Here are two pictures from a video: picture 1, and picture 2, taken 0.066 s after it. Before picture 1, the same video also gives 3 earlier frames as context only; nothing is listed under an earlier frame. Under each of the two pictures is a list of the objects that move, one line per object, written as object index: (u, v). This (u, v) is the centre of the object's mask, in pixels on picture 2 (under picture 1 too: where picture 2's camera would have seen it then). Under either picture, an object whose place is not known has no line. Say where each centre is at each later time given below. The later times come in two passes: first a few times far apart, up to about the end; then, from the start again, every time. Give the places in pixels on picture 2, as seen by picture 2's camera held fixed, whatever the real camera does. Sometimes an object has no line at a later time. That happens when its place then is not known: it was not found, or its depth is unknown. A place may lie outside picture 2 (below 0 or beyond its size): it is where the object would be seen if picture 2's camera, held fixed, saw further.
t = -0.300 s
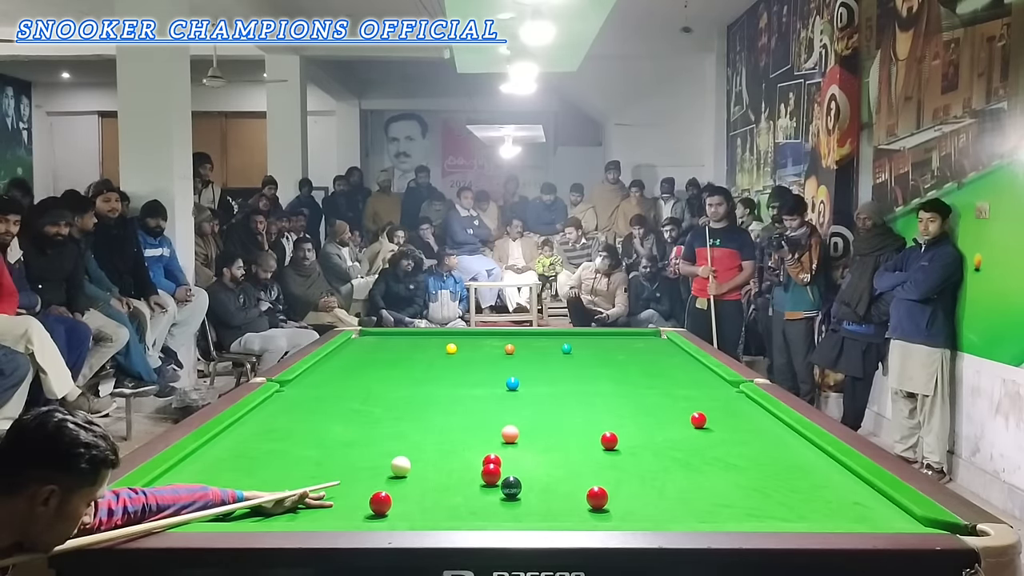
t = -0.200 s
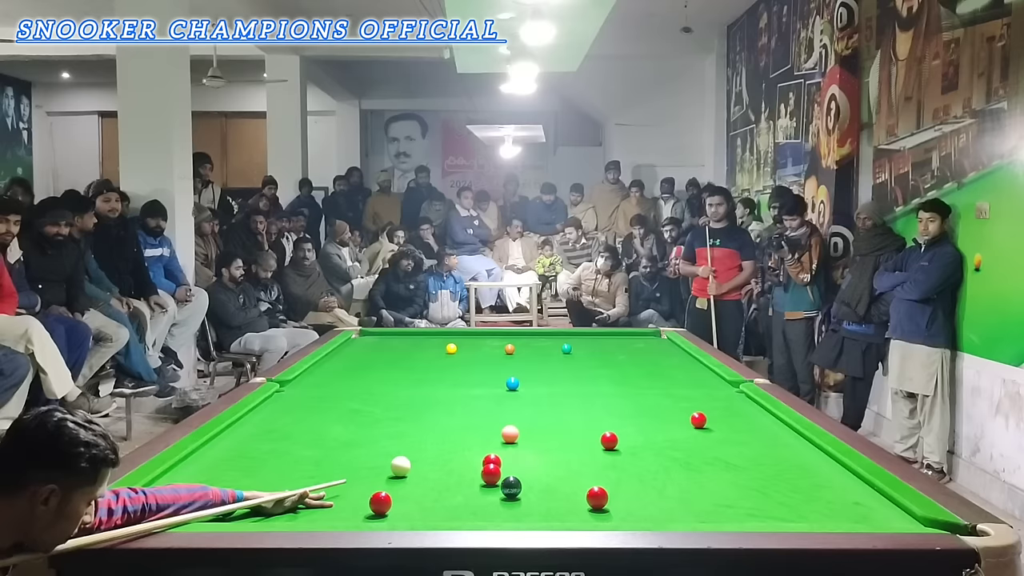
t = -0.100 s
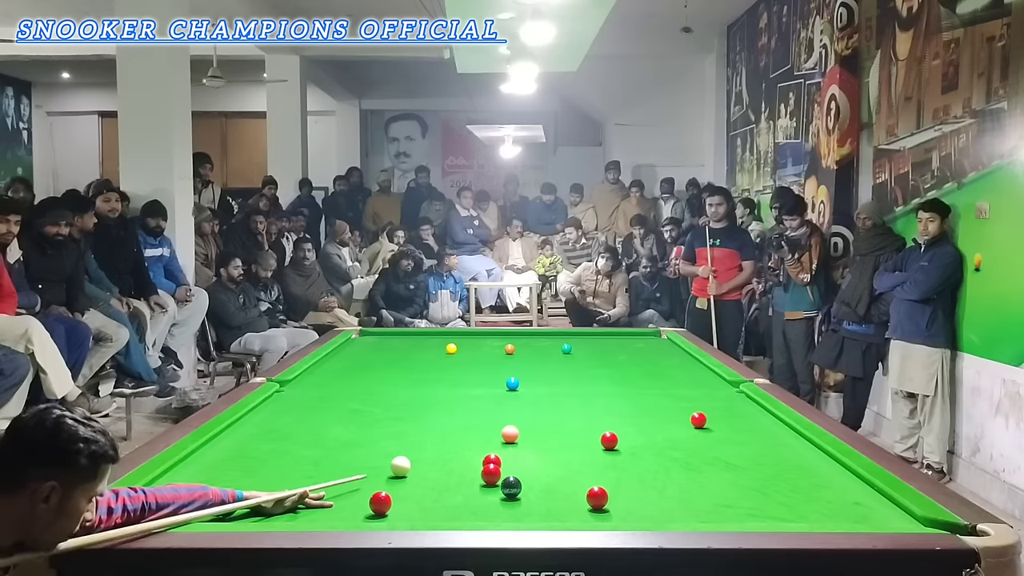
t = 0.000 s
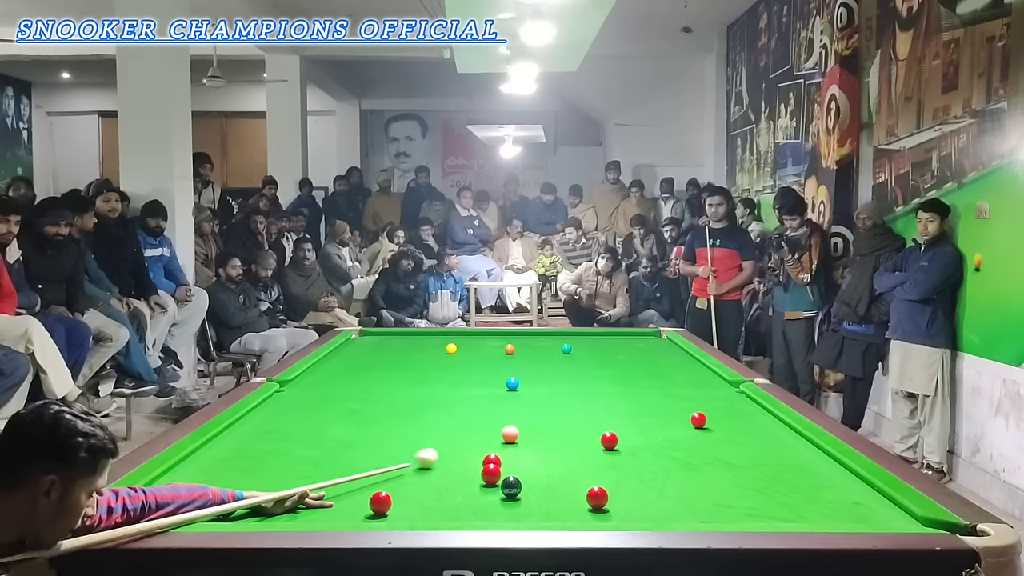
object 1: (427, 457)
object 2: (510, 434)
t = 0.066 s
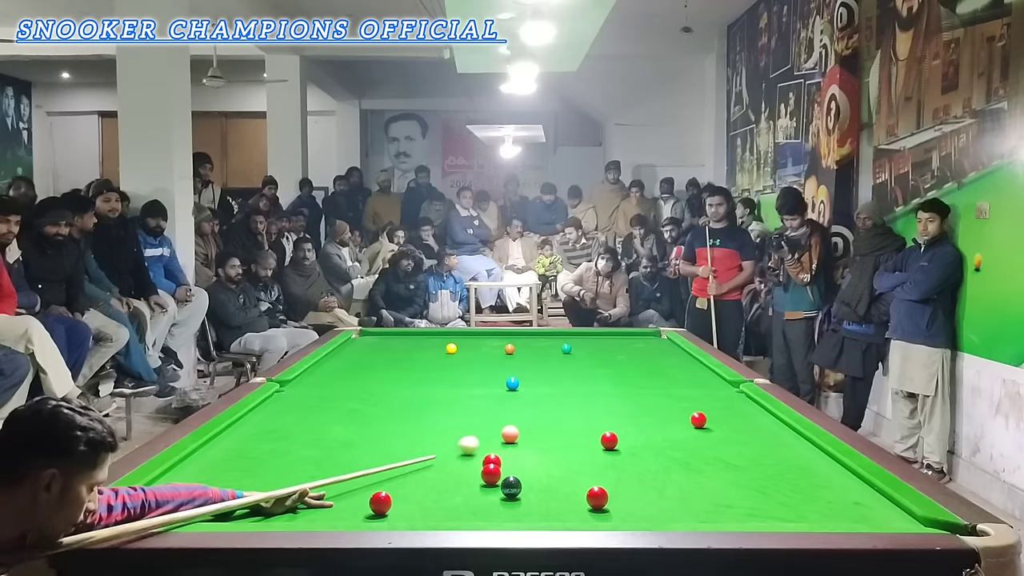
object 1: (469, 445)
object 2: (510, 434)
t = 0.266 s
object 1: (491, 433)
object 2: (575, 419)
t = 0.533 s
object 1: (481, 427)
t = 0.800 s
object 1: (474, 422)
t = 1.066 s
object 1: (468, 417)
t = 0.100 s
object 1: (487, 439)
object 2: (510, 434)
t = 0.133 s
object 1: (497, 436)
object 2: (516, 432)
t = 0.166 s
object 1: (495, 435)
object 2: (533, 428)
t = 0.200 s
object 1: (493, 434)
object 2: (548, 425)
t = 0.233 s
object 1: (492, 433)
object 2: (562, 422)
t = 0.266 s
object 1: (491, 433)
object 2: (575, 419)
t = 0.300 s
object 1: (489, 432)
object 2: (588, 417)
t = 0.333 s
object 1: (488, 431)
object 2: (599, 414)
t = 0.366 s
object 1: (487, 430)
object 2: (609, 412)
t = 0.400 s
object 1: (486, 429)
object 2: (619, 410)
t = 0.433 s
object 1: (485, 429)
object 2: (629, 408)
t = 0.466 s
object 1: (483, 428)
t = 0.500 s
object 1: (483, 427)
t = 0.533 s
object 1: (481, 427)
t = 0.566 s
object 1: (480, 426)
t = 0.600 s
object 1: (479, 425)
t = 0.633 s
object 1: (478, 425)
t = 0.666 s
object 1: (477, 424)
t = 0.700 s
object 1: (477, 424)
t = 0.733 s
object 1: (475, 423)
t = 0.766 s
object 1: (475, 422)
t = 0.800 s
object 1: (474, 422)
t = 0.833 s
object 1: (473, 421)
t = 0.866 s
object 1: (472, 421)
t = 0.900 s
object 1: (471, 420)
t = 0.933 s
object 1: (470, 419)
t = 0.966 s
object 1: (470, 419)
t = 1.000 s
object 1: (469, 418)
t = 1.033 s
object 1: (468, 418)
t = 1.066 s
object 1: (468, 417)
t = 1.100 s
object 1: (467, 417)
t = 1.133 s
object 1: (466, 416)
